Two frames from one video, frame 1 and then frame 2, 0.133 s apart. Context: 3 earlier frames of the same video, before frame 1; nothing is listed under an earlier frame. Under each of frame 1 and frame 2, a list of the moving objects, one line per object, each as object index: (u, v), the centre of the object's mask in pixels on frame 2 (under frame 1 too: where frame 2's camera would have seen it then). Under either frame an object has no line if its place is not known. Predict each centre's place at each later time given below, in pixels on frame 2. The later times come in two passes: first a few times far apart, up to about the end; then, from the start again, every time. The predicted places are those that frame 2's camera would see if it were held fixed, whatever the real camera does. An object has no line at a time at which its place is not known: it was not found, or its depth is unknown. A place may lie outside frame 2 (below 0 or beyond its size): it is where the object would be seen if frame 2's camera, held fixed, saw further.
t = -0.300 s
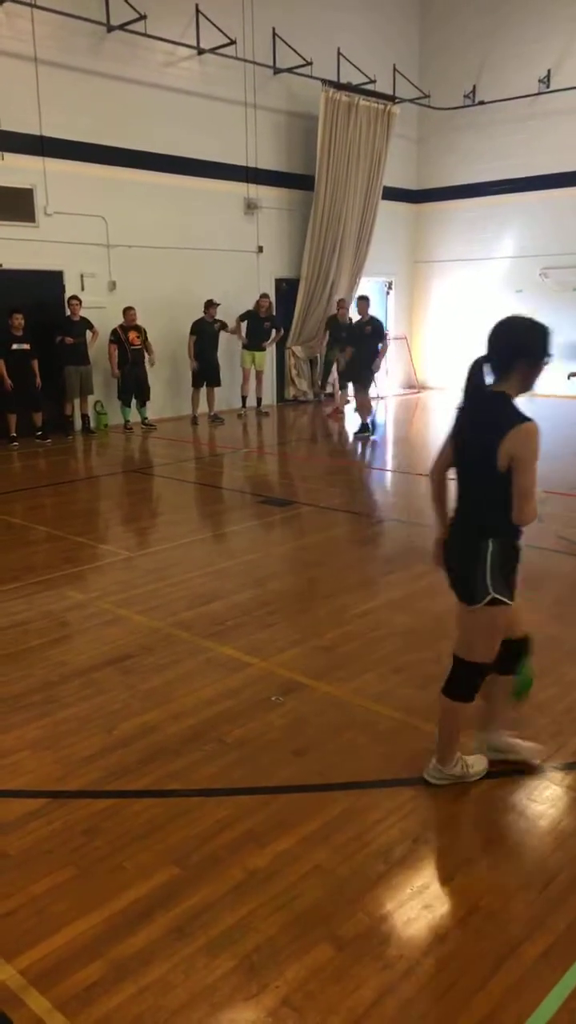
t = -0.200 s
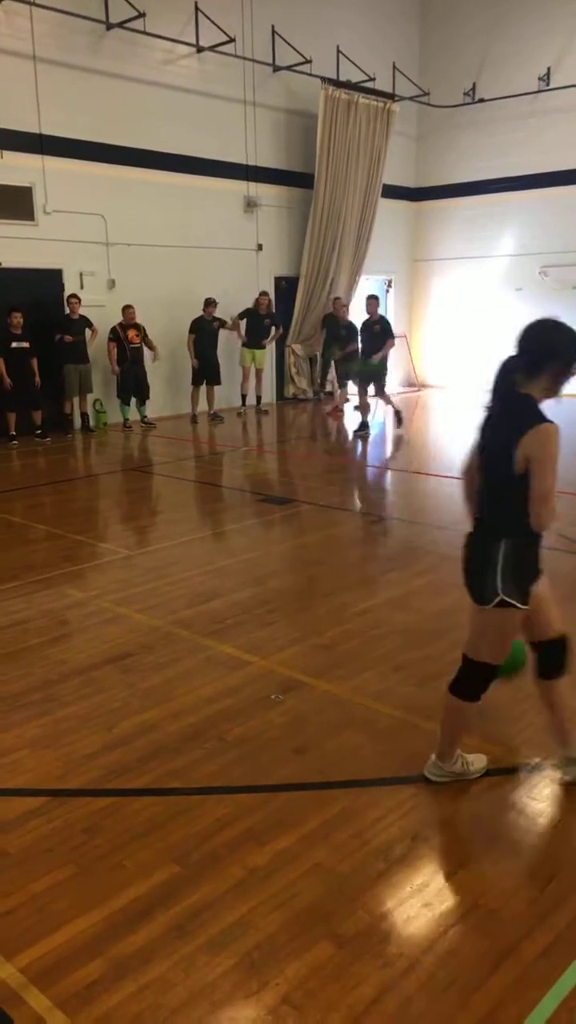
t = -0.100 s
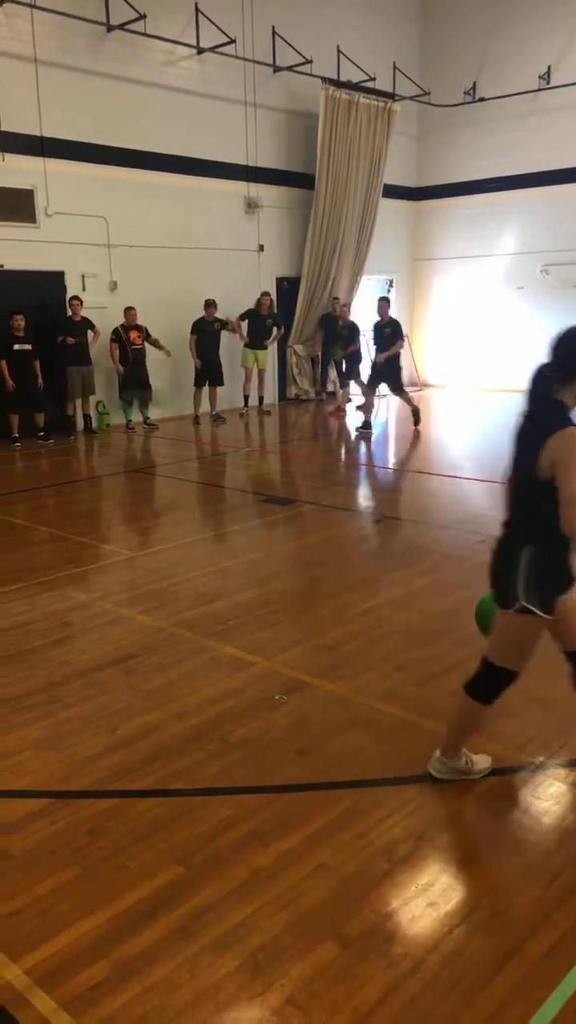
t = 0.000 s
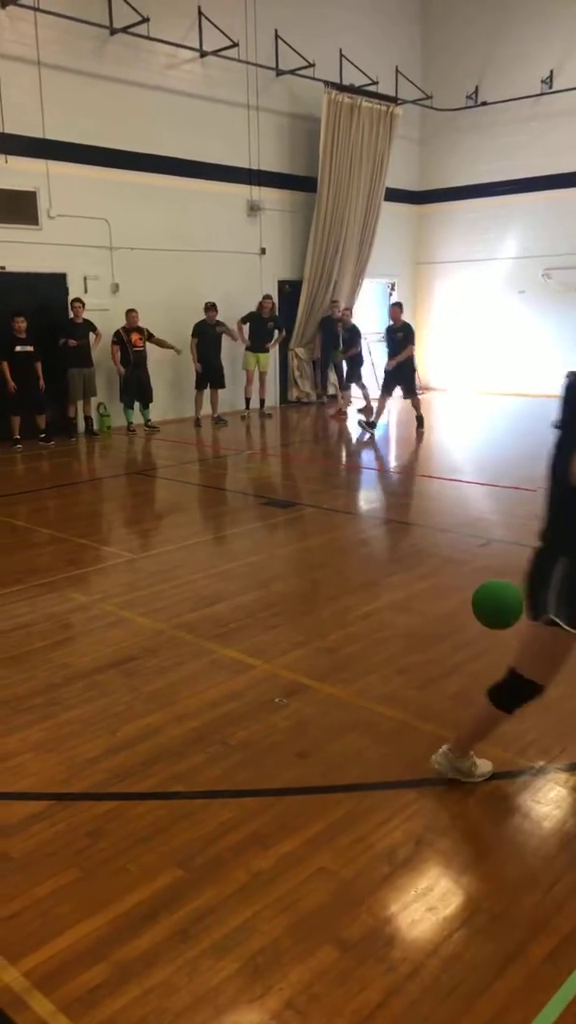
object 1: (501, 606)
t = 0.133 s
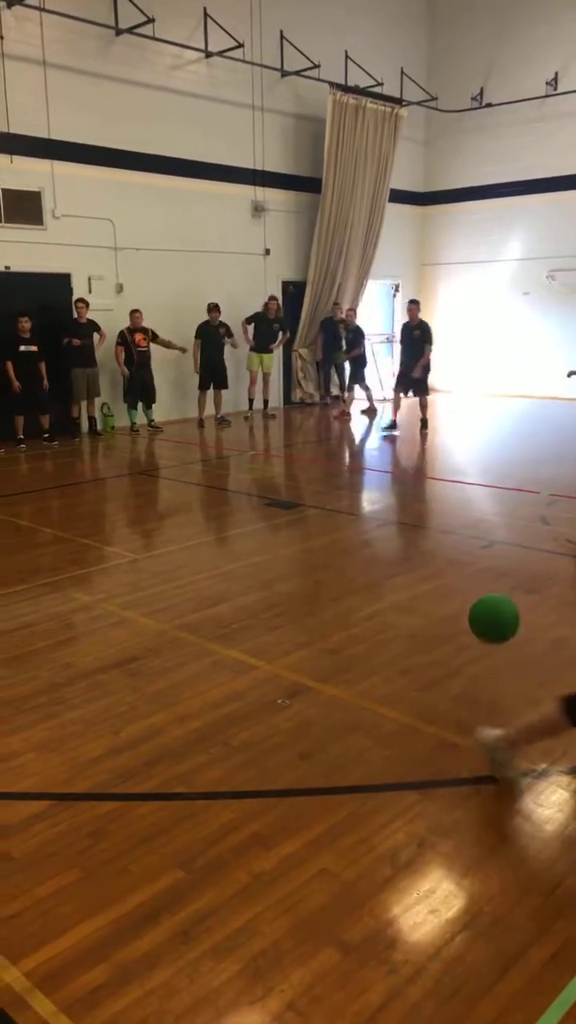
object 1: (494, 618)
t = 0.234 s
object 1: (487, 652)
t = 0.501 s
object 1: (475, 646)
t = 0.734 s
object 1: (466, 653)
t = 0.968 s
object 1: (459, 653)
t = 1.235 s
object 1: (453, 649)
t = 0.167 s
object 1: (492, 627)
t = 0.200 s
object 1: (489, 638)
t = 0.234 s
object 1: (487, 652)
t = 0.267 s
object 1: (486, 668)
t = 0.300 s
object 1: (483, 681)
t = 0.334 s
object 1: (482, 669)
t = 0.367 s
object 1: (481, 659)
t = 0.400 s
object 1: (479, 653)
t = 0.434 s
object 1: (478, 648)
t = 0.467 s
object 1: (476, 646)
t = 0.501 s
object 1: (475, 646)
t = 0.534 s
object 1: (473, 648)
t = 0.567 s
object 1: (472, 652)
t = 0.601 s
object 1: (470, 658)
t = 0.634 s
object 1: (469, 666)
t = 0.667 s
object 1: (468, 662)
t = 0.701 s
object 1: (466, 656)
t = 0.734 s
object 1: (466, 653)
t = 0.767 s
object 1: (465, 652)
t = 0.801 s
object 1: (463, 653)
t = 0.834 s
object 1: (462, 656)
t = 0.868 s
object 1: (461, 660)
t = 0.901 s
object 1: (460, 655)
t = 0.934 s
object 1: (459, 653)
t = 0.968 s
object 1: (459, 653)
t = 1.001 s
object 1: (457, 654)
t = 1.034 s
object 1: (457, 653)
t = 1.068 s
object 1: (455, 652)
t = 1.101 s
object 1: (455, 652)
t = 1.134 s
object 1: (455, 651)
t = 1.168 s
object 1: (454, 651)
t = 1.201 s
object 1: (453, 650)
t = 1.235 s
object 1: (453, 649)
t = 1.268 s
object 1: (451, 648)
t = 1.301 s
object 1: (451, 648)
